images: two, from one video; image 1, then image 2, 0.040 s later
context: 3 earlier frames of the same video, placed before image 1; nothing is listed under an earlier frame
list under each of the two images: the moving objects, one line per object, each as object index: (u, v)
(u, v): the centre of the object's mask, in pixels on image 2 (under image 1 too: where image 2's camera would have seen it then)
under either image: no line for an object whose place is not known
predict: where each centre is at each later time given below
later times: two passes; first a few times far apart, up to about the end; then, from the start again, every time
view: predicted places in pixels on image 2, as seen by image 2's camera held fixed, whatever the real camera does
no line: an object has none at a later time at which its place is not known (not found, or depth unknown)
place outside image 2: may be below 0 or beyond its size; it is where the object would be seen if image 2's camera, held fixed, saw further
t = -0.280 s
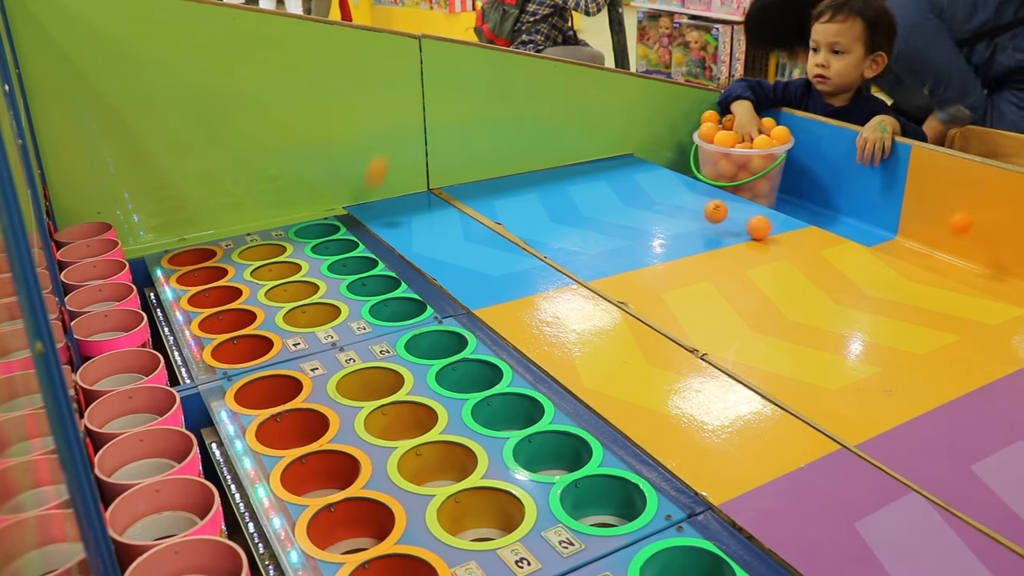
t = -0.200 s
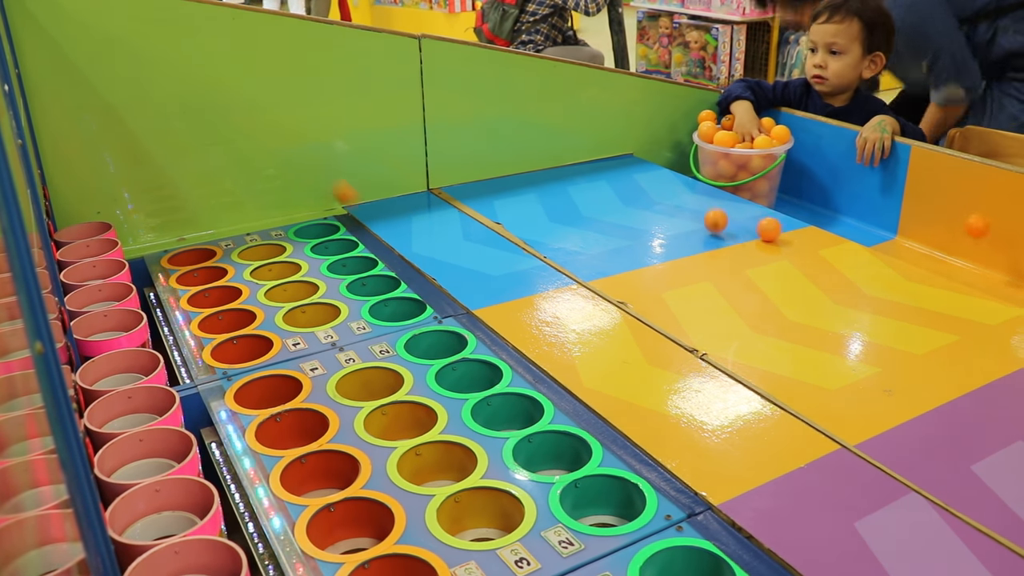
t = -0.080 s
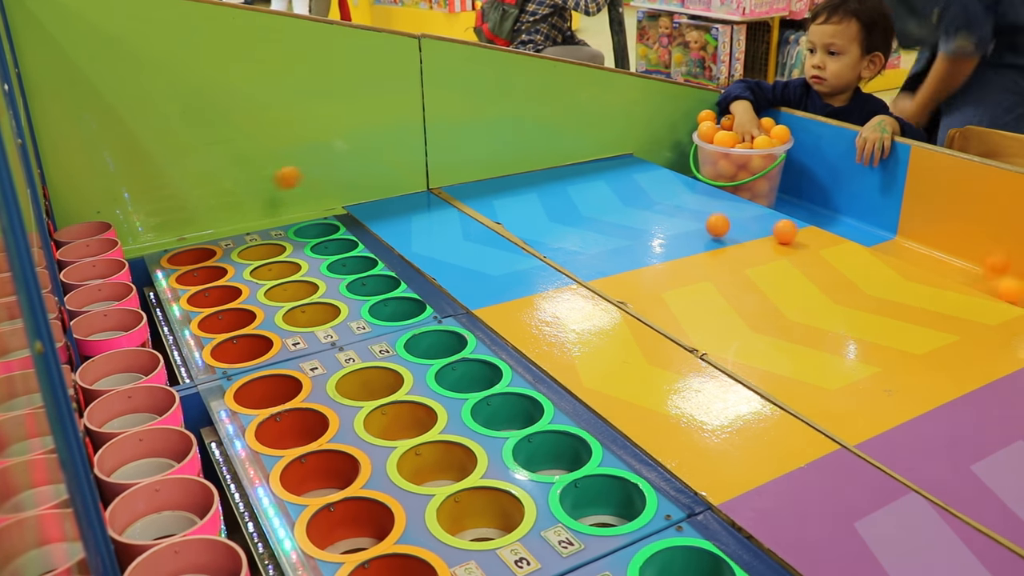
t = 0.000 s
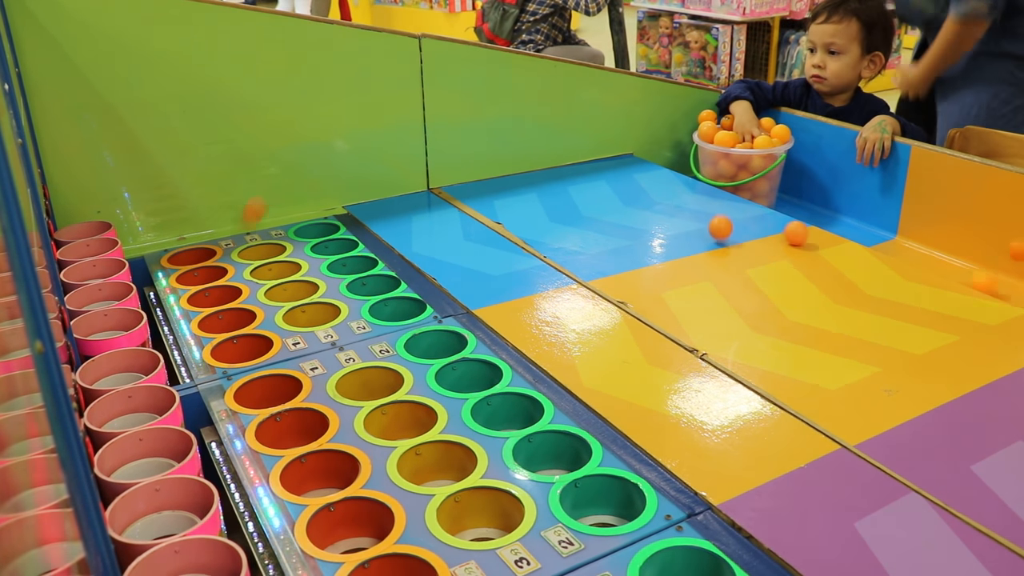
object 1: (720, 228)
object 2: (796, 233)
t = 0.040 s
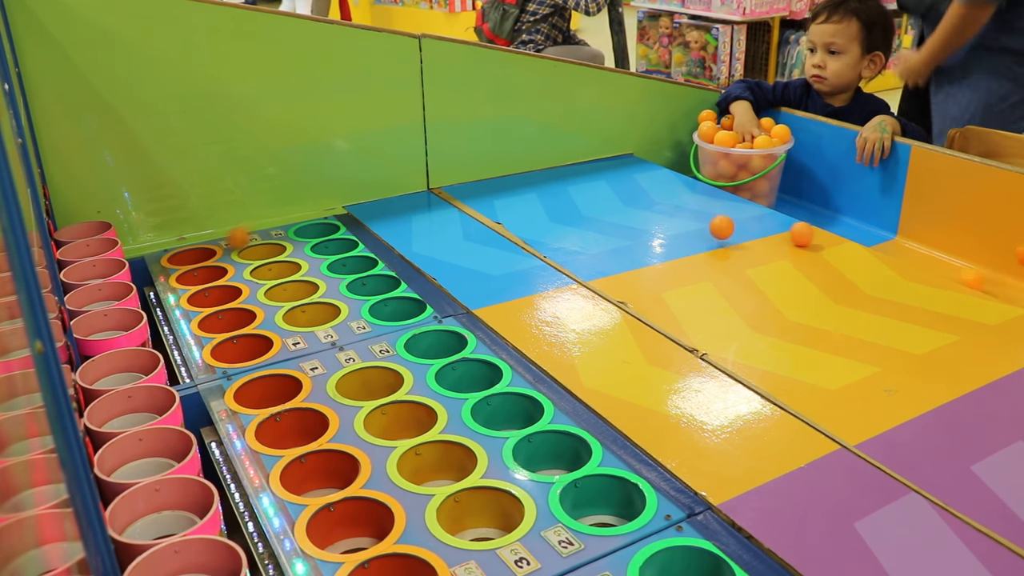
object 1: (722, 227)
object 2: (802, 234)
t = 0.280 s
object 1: (730, 239)
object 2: (837, 238)
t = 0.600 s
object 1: (747, 254)
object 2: (890, 244)
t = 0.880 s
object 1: (766, 267)
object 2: (942, 257)
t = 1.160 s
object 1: (790, 278)
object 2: (989, 277)
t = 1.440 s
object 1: (821, 290)
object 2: (988, 288)
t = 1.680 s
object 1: (851, 300)
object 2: (968, 271)
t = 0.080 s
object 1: (723, 229)
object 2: (807, 235)
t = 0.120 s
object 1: (724, 231)
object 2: (813, 235)
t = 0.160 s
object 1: (725, 233)
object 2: (819, 236)
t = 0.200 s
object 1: (727, 235)
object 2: (824, 237)
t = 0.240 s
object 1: (728, 237)
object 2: (831, 237)
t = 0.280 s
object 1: (730, 239)
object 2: (837, 238)
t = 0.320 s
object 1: (731, 242)
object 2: (844, 239)
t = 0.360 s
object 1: (733, 243)
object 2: (850, 239)
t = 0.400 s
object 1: (735, 245)
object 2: (857, 240)
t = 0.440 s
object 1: (737, 247)
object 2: (863, 241)
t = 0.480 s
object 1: (739, 249)
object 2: (870, 242)
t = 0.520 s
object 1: (742, 250)
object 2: (876, 242)
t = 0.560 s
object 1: (744, 252)
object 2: (883, 243)
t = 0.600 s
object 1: (747, 254)
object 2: (890, 244)
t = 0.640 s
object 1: (749, 255)
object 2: (897, 245)
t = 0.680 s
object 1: (752, 257)
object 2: (904, 248)
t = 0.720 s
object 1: (755, 259)
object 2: (911, 256)
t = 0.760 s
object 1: (758, 261)
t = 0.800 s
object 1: (761, 263)
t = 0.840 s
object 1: (763, 265)
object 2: (934, 262)
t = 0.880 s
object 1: (766, 267)
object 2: (942, 257)
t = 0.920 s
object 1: (770, 269)
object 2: (948, 260)
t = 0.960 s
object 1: (773, 270)
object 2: (955, 273)
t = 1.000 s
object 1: (776, 272)
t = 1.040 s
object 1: (779, 273)
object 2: (968, 277)
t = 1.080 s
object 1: (783, 275)
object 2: (977, 268)
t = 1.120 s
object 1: (786, 277)
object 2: (985, 267)
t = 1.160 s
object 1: (790, 278)
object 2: (989, 277)
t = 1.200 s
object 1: (794, 280)
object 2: (995, 290)
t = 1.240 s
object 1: (799, 282)
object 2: (1003, 287)
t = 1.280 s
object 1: (803, 283)
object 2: (1008, 275)
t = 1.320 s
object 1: (807, 285)
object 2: (1009, 272)
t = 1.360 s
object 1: (811, 287)
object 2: (1005, 273)
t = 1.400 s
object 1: (816, 288)
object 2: (998, 279)
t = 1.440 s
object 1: (821, 290)
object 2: (988, 288)
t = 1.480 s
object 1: (825, 292)
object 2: (983, 284)
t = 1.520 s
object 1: (830, 293)
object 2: (981, 275)
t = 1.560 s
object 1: (835, 295)
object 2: (978, 272)
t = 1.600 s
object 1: (840, 297)
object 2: (974, 278)
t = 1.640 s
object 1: (845, 298)
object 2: (971, 279)
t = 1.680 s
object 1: (851, 300)
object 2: (968, 271)
